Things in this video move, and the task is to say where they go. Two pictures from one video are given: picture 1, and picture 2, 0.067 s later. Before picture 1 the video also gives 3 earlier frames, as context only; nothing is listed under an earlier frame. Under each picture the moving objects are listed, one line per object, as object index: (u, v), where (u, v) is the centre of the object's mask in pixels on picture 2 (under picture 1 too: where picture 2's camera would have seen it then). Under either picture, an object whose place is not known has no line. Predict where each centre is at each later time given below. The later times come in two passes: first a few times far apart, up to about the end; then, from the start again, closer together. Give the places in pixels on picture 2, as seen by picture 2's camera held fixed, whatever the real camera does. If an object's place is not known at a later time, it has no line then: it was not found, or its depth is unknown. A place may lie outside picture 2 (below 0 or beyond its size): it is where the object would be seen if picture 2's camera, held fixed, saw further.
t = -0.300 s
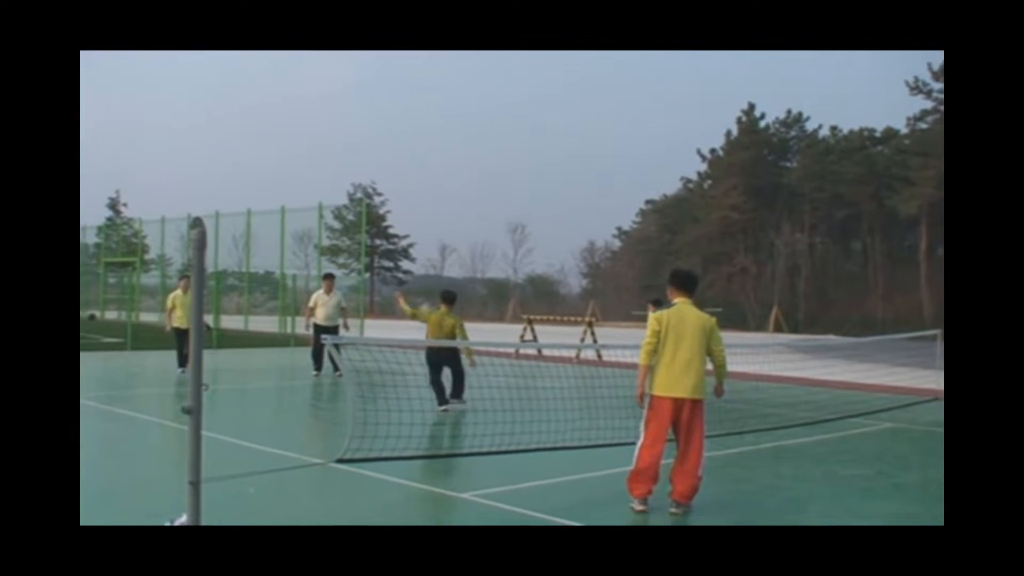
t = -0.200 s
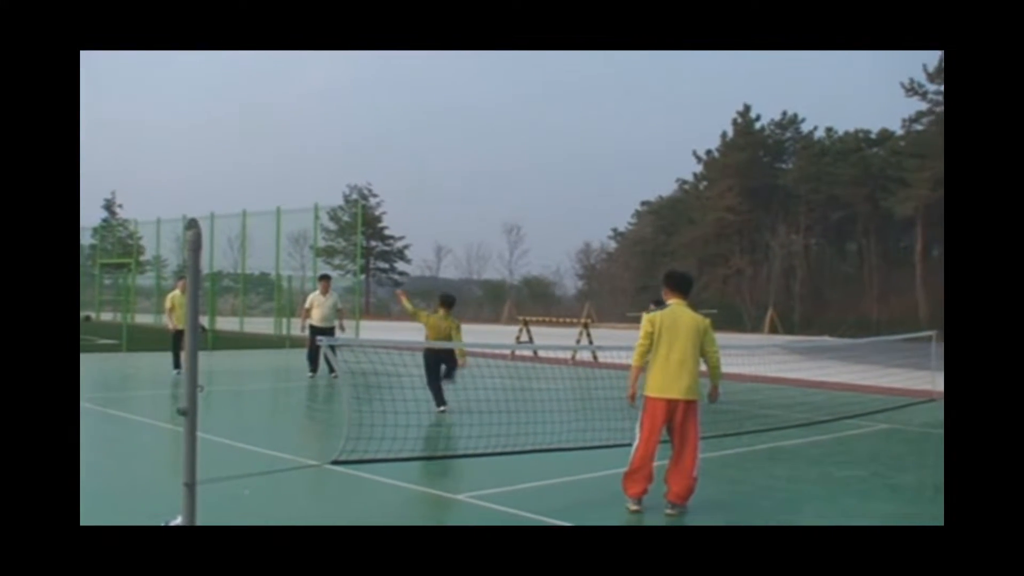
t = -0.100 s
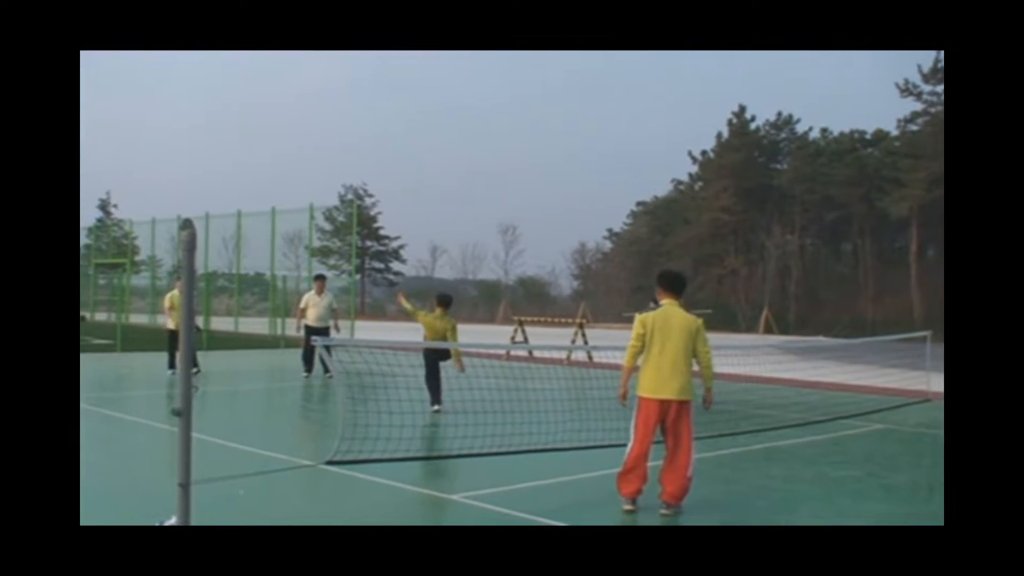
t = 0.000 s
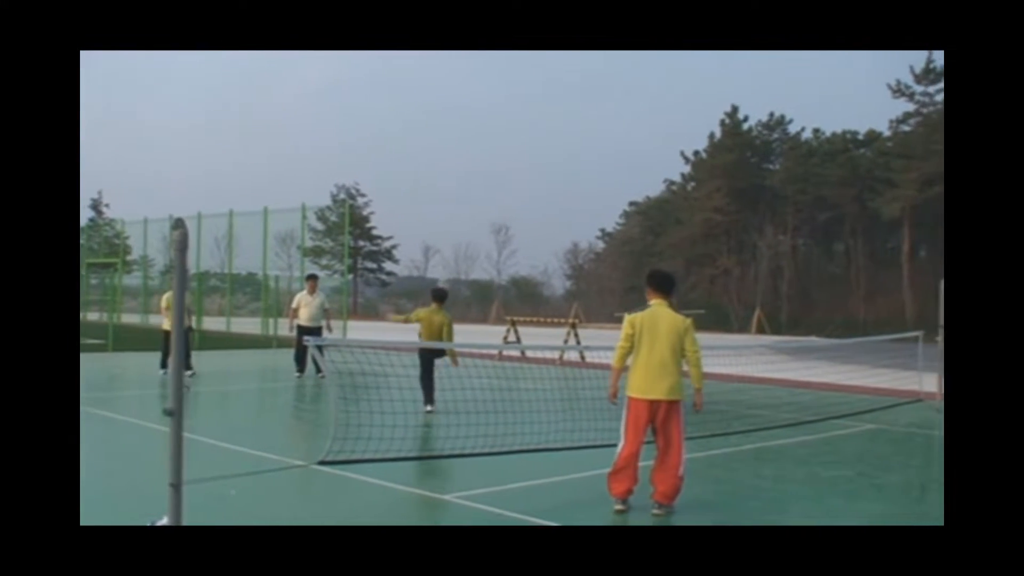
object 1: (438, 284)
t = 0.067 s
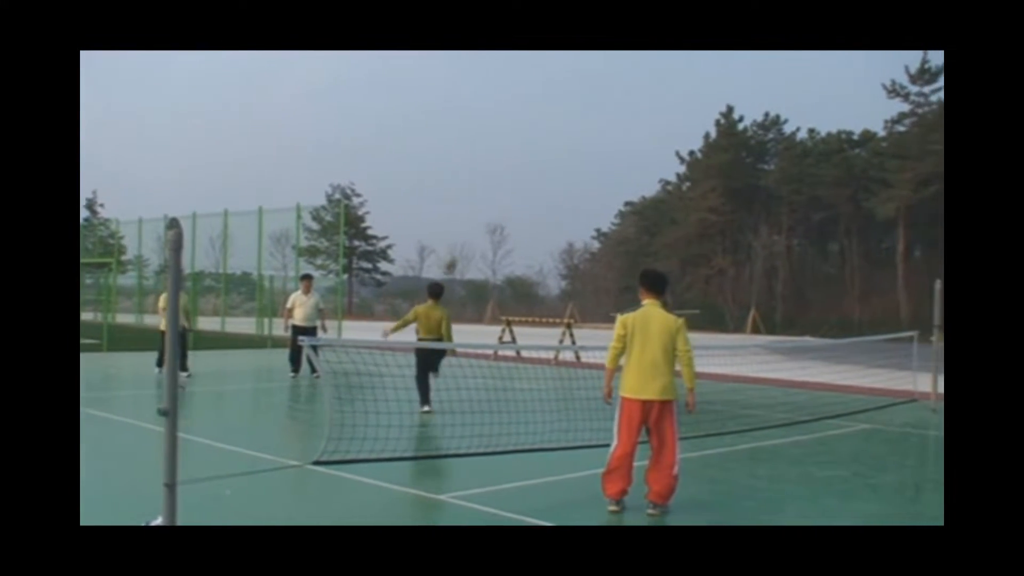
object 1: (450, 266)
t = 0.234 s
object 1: (466, 221)
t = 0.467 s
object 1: (487, 190)
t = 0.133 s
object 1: (456, 245)
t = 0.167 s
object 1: (459, 235)
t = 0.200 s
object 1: (463, 228)
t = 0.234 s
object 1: (466, 221)
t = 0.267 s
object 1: (468, 213)
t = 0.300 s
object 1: (472, 208)
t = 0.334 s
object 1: (475, 203)
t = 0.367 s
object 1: (479, 199)
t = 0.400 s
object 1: (482, 195)
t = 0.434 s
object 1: (484, 193)
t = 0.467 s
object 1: (487, 190)
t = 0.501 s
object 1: (491, 189)
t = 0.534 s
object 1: (495, 190)
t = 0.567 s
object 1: (499, 191)
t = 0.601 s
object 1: (502, 193)
